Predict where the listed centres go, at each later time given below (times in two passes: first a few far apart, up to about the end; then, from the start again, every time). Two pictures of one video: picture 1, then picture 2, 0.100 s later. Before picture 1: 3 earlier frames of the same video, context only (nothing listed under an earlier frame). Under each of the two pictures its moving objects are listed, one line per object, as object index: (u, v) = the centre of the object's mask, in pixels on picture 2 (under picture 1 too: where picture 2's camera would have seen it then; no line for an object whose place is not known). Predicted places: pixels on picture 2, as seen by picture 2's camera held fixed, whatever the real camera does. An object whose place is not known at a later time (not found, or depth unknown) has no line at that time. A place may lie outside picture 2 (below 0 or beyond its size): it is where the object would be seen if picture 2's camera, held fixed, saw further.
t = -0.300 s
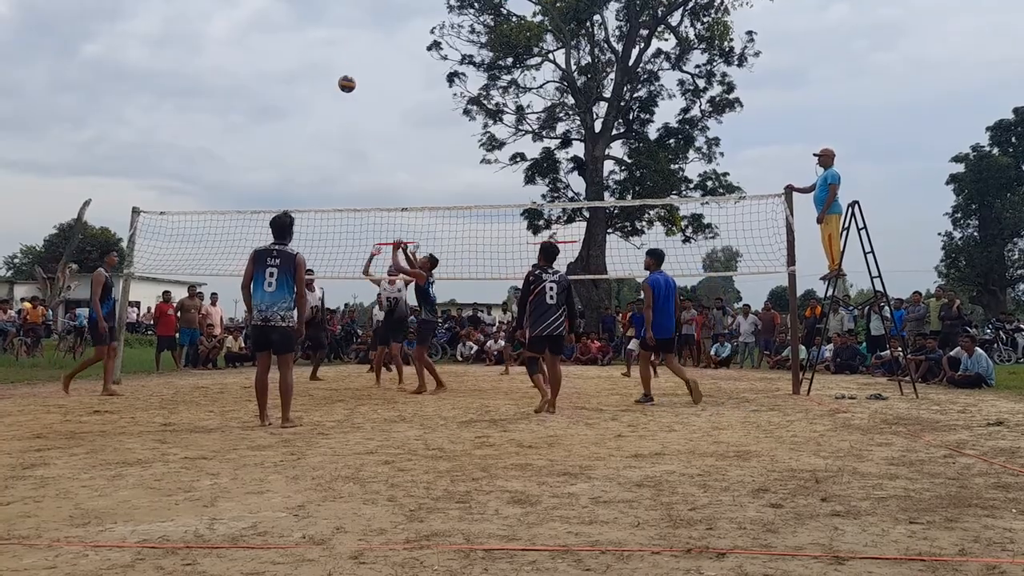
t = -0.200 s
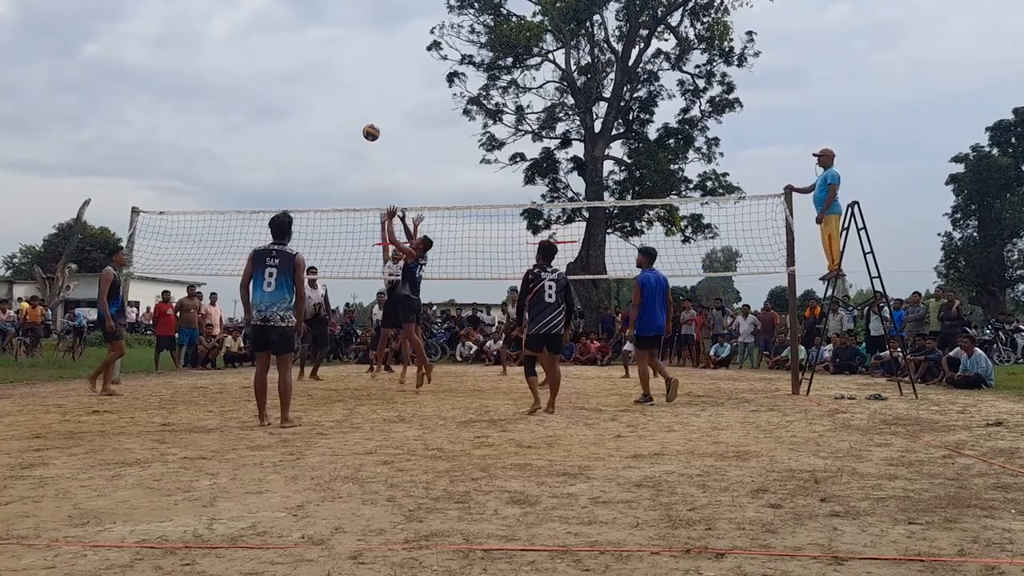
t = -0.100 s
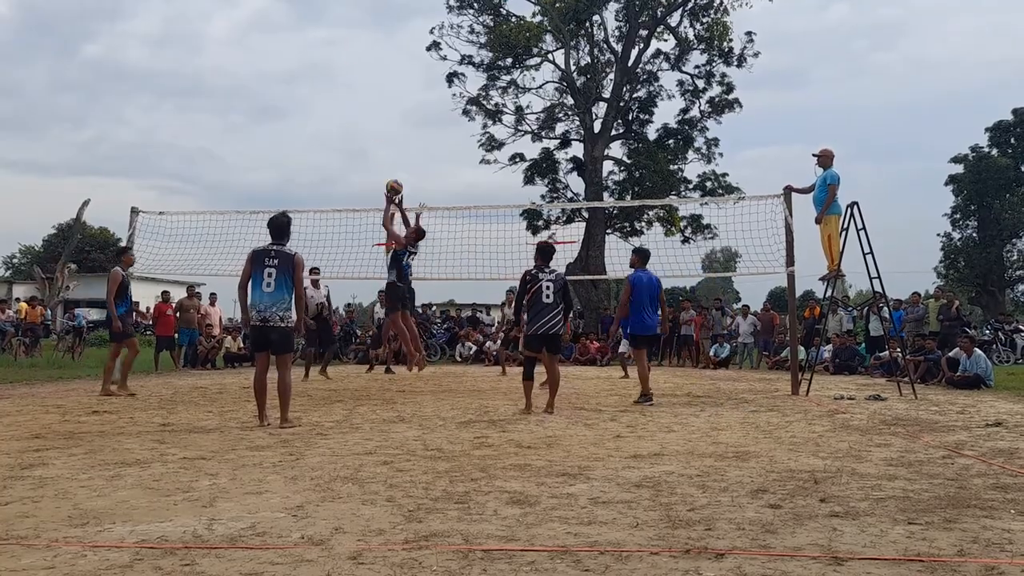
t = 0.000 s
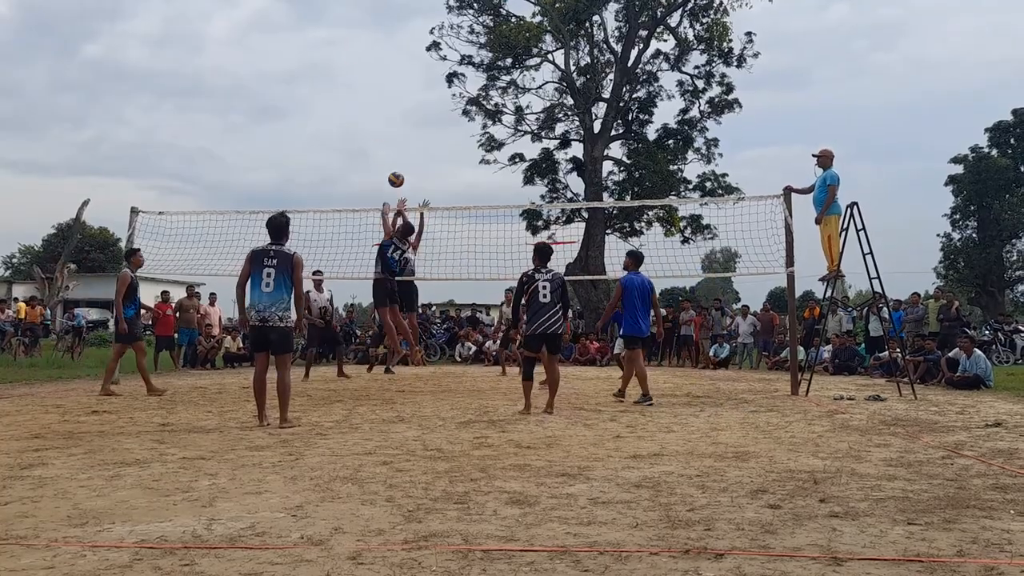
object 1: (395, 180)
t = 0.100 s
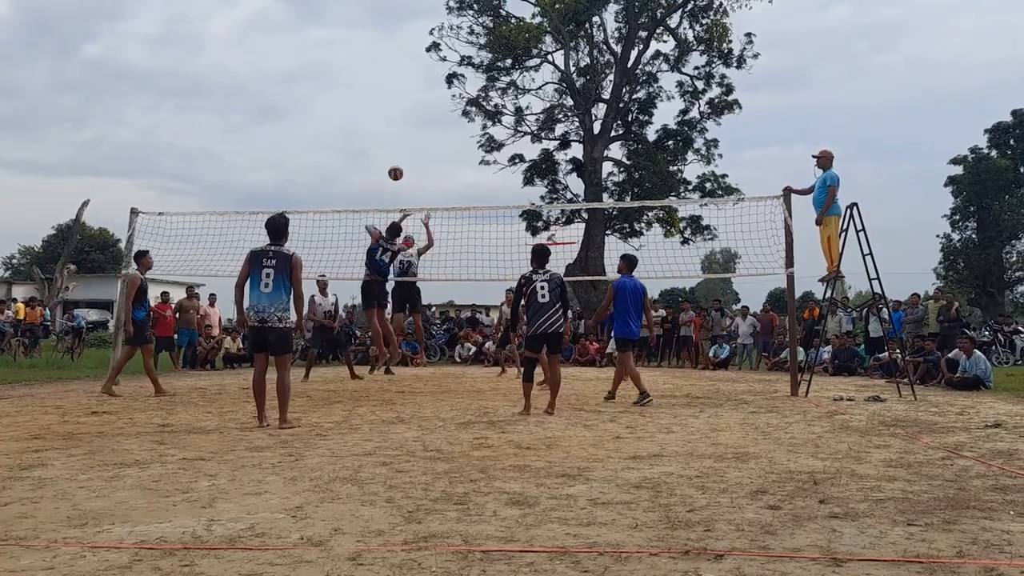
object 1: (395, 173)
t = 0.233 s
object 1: (394, 174)
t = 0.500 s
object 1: (393, 206)
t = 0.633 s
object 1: (395, 235)
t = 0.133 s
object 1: (395, 172)
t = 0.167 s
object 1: (395, 172)
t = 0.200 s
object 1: (394, 173)
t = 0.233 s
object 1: (394, 174)
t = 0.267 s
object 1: (394, 177)
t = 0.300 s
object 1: (394, 180)
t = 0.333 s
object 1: (393, 183)
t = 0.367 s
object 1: (393, 187)
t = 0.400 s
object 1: (393, 191)
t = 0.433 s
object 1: (393, 197)
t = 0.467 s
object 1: (393, 202)
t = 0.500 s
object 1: (393, 206)
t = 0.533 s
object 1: (394, 216)
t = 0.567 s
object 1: (395, 221)
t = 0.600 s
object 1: (395, 228)
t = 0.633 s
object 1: (395, 235)
